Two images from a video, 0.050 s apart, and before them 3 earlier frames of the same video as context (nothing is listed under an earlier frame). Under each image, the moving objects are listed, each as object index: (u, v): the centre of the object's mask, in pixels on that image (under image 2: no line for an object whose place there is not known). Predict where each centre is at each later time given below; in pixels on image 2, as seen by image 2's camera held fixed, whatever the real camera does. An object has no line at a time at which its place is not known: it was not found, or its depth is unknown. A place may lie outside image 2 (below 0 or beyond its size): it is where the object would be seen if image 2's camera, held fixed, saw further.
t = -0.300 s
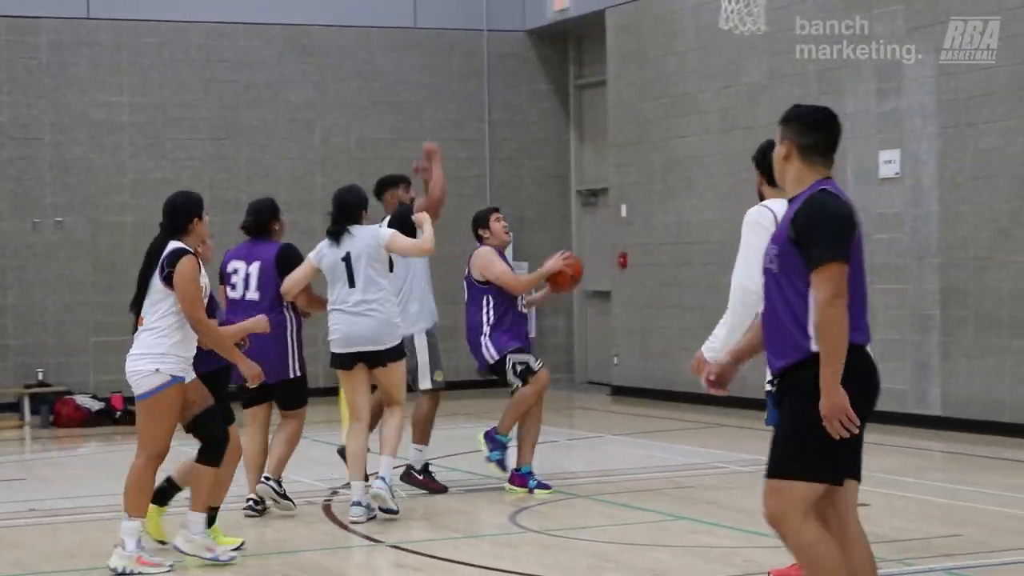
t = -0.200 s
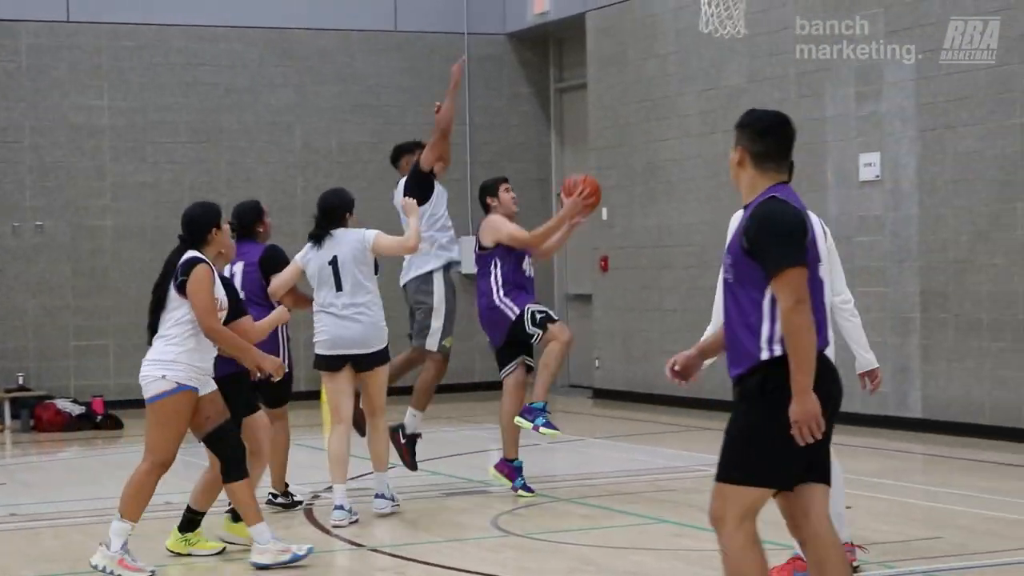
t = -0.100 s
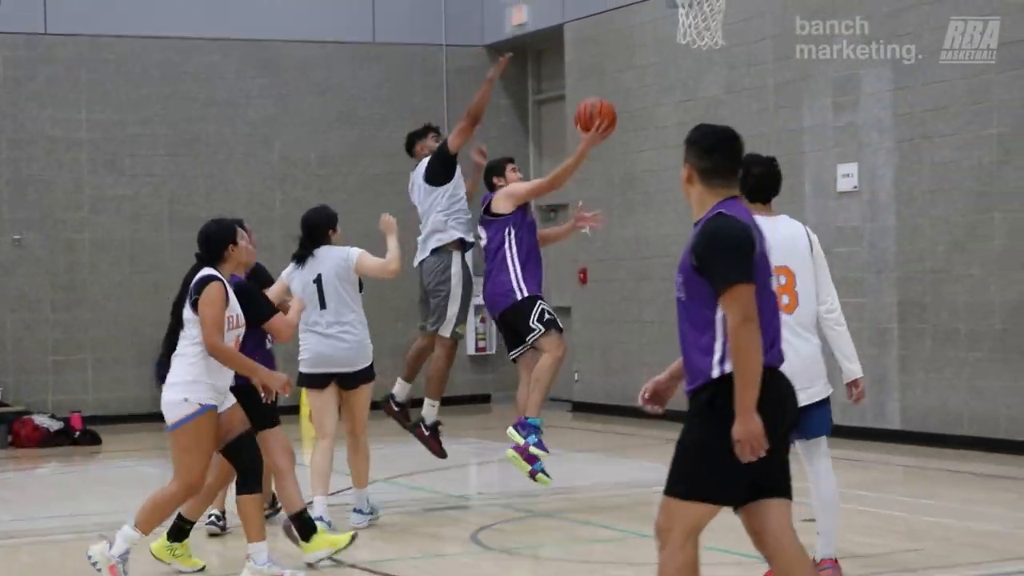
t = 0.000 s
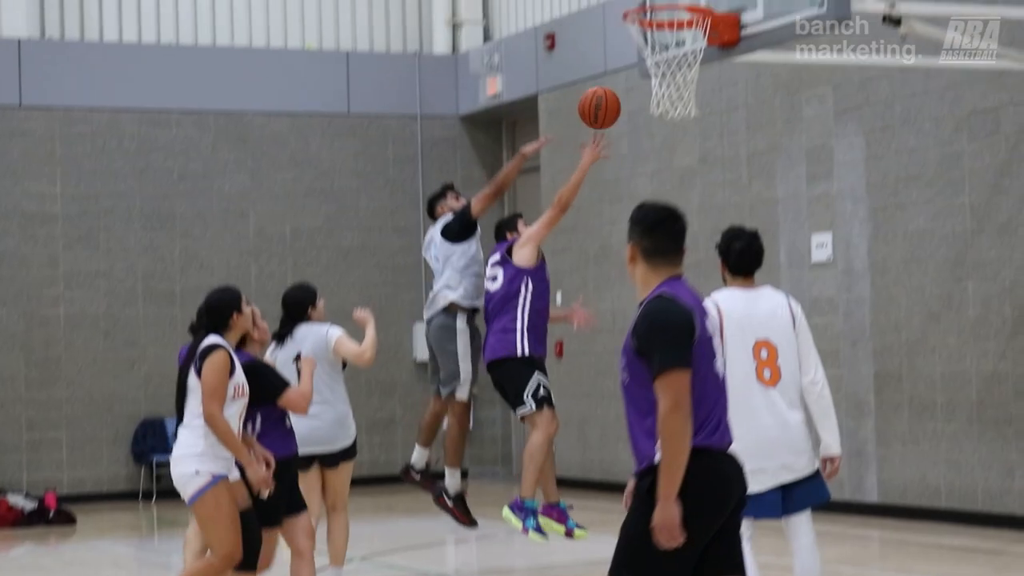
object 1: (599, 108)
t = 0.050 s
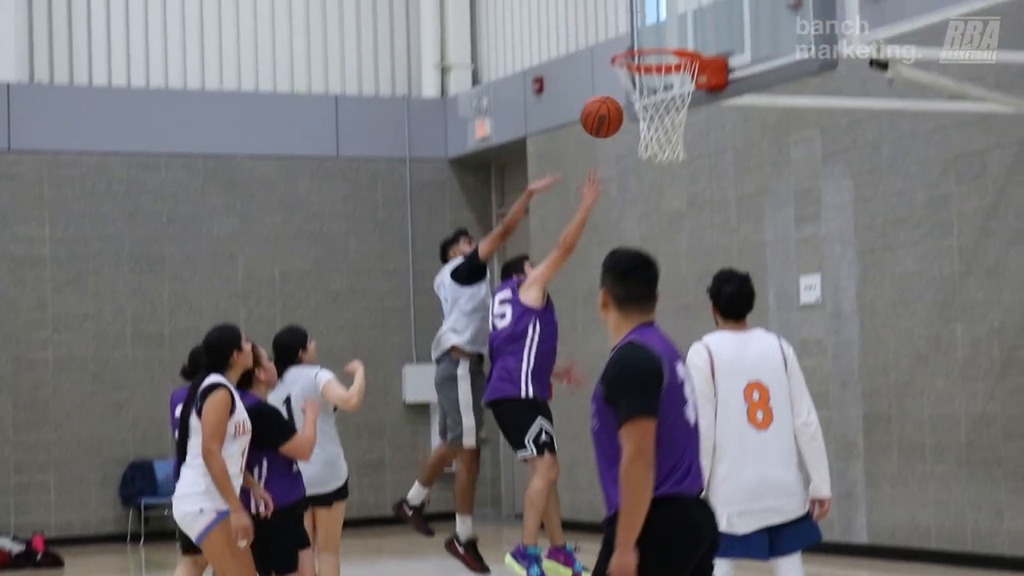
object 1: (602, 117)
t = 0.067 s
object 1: (605, 106)
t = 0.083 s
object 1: (608, 97)
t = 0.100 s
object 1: (609, 90)
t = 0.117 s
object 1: (609, 82)
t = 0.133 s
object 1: (617, 66)
